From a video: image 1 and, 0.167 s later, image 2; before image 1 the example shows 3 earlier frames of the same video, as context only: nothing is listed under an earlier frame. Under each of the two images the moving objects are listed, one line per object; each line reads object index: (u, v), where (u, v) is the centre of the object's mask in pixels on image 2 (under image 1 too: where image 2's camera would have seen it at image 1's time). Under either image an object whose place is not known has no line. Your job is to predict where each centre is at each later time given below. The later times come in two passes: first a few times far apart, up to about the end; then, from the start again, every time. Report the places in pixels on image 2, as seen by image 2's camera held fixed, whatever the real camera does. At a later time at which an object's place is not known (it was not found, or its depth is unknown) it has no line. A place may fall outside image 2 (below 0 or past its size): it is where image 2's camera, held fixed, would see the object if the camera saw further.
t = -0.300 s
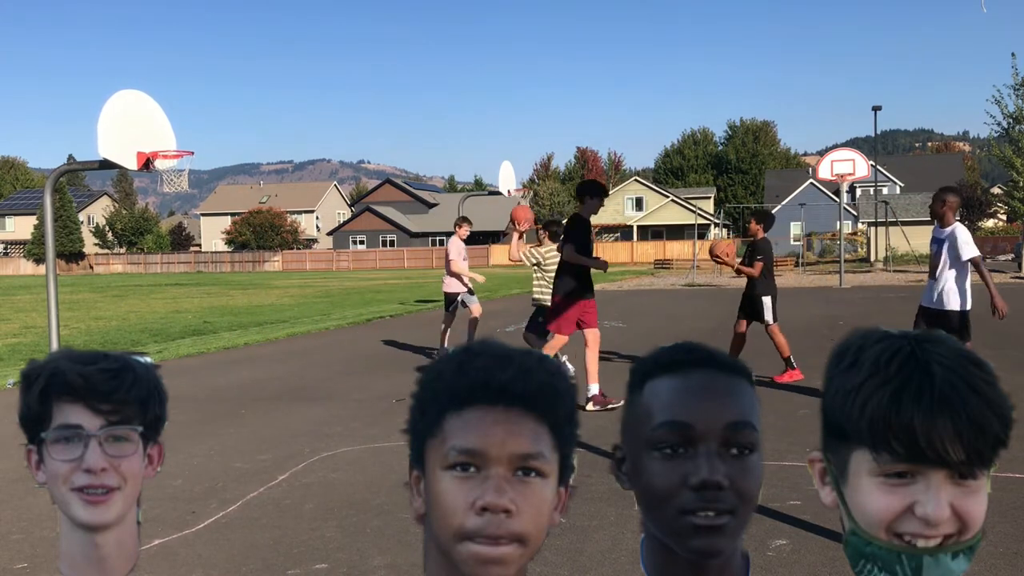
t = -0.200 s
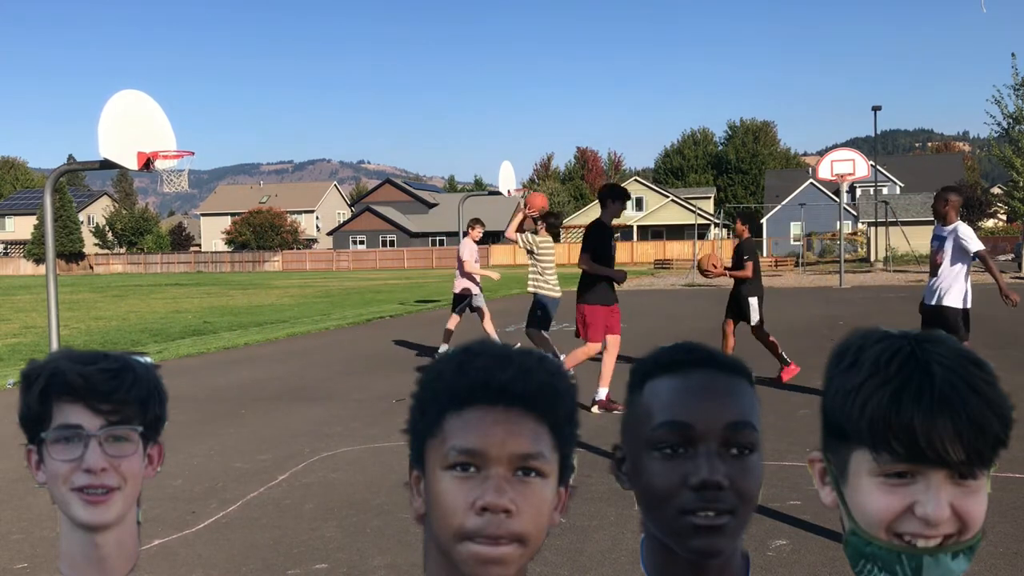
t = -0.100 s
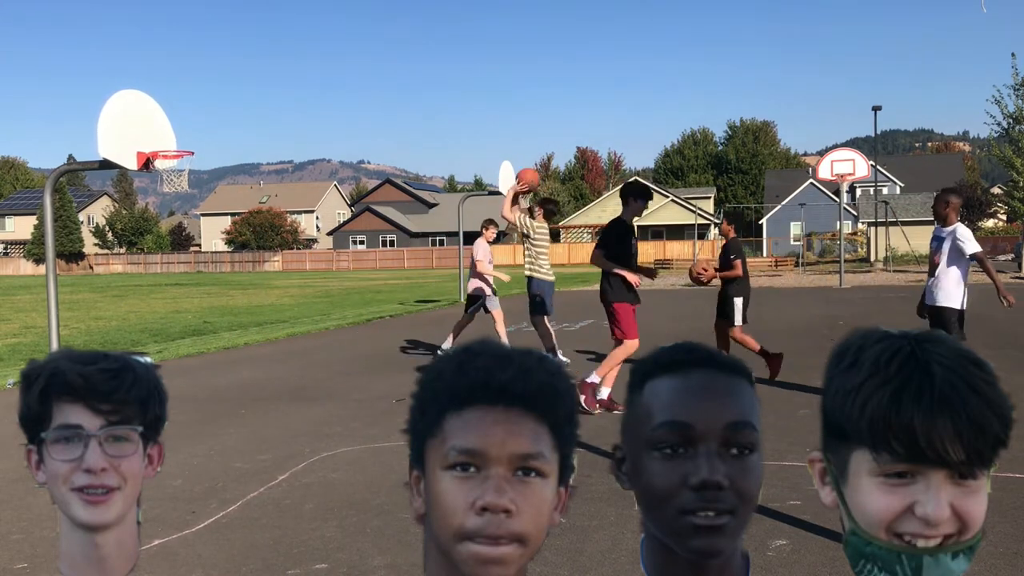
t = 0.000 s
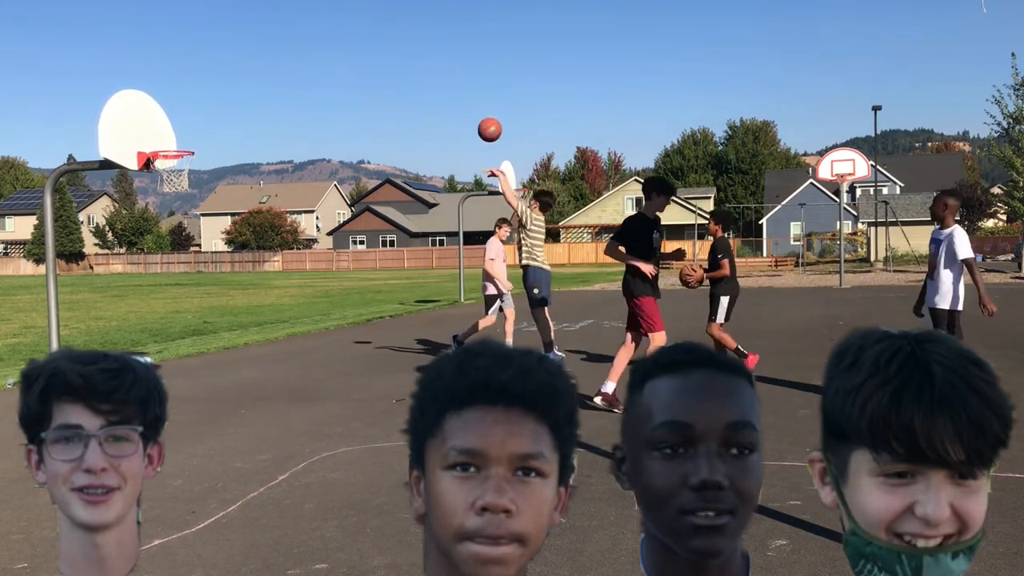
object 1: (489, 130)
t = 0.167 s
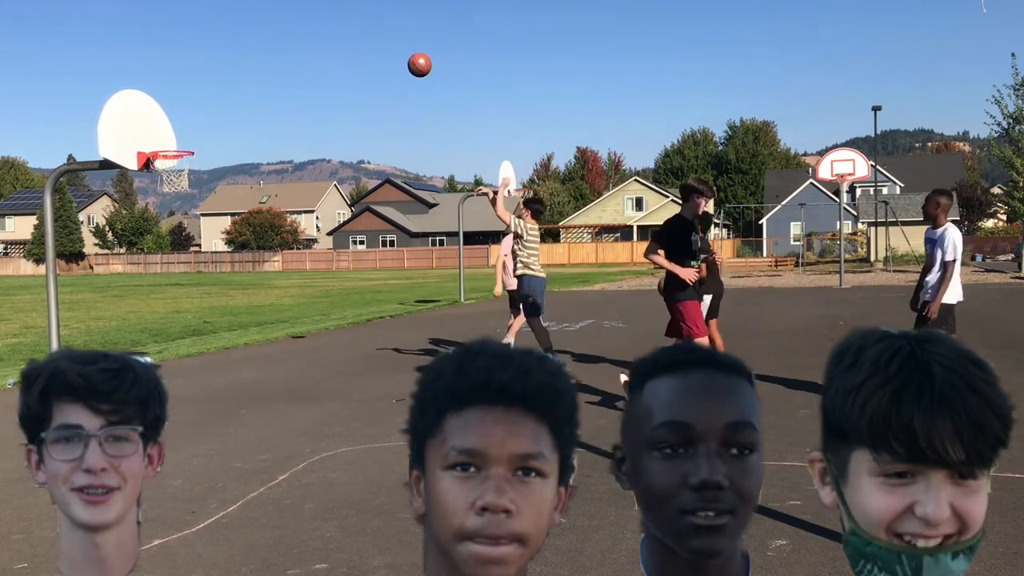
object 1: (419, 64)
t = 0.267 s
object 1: (379, 40)
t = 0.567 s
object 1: (270, 28)
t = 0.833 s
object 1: (183, 86)
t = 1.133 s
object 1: (171, 144)
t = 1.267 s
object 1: (148, 132)
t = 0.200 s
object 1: (406, 55)
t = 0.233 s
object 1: (392, 47)
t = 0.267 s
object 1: (379, 40)
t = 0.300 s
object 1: (366, 34)
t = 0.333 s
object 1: (354, 30)
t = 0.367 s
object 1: (341, 26)
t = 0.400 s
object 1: (329, 24)
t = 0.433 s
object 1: (317, 22)
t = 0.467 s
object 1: (305, 22)
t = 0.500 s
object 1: (293, 23)
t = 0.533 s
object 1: (281, 25)
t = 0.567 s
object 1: (270, 28)
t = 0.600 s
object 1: (258, 32)
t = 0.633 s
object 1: (247, 37)
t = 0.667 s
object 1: (236, 43)
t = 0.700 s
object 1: (225, 50)
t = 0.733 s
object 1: (214, 57)
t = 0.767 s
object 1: (204, 66)
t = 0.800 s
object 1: (193, 75)
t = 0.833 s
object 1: (183, 86)
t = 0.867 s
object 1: (173, 97)
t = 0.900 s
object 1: (163, 109)
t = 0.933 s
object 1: (153, 122)
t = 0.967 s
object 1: (162, 129)
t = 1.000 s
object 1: (171, 138)
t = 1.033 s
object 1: (180, 147)
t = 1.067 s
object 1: (181, 148)
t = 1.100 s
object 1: (179, 148)
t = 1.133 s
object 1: (171, 144)
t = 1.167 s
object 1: (164, 142)
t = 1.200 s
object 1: (159, 138)
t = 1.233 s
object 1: (153, 135)
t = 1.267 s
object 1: (148, 132)
